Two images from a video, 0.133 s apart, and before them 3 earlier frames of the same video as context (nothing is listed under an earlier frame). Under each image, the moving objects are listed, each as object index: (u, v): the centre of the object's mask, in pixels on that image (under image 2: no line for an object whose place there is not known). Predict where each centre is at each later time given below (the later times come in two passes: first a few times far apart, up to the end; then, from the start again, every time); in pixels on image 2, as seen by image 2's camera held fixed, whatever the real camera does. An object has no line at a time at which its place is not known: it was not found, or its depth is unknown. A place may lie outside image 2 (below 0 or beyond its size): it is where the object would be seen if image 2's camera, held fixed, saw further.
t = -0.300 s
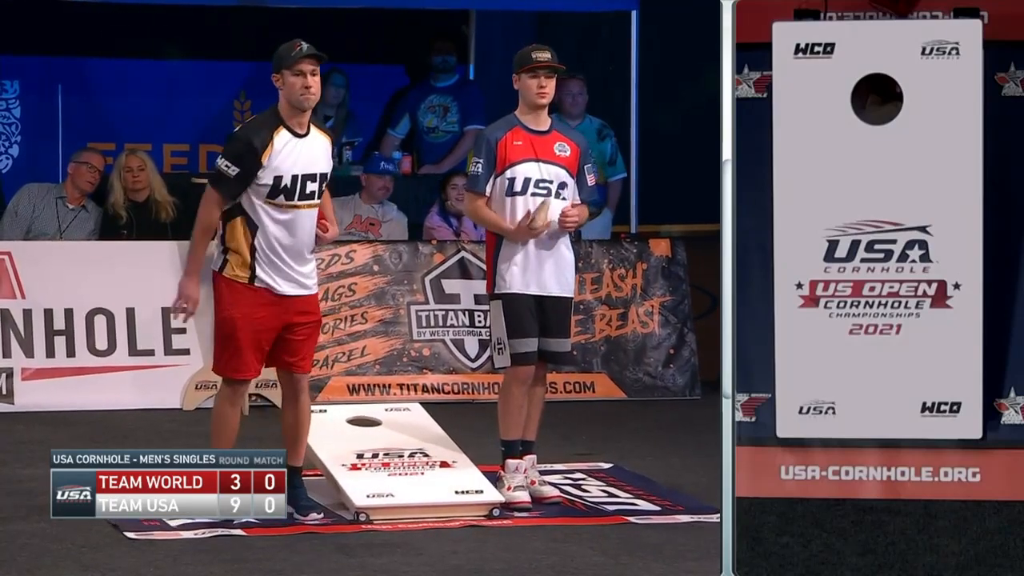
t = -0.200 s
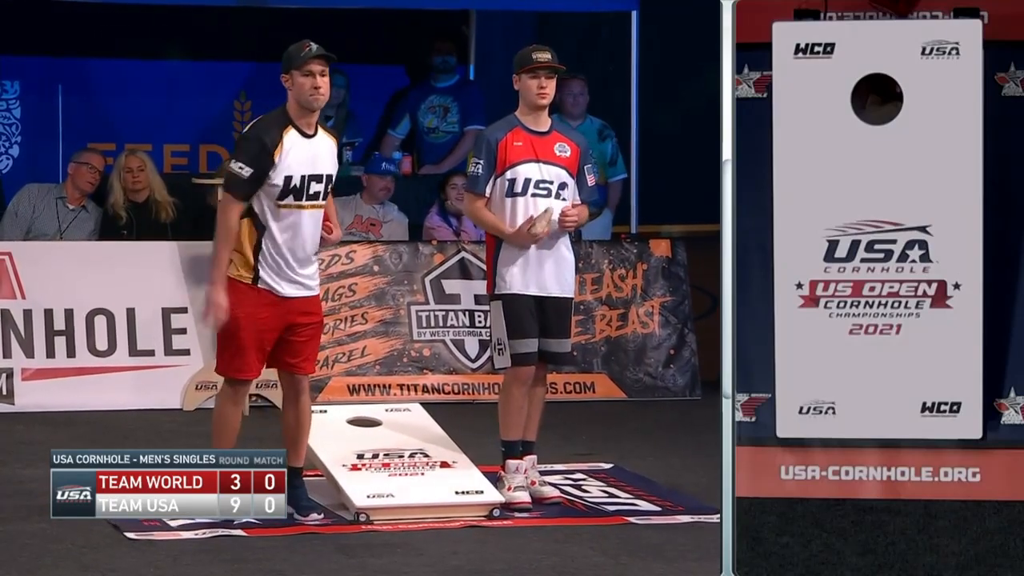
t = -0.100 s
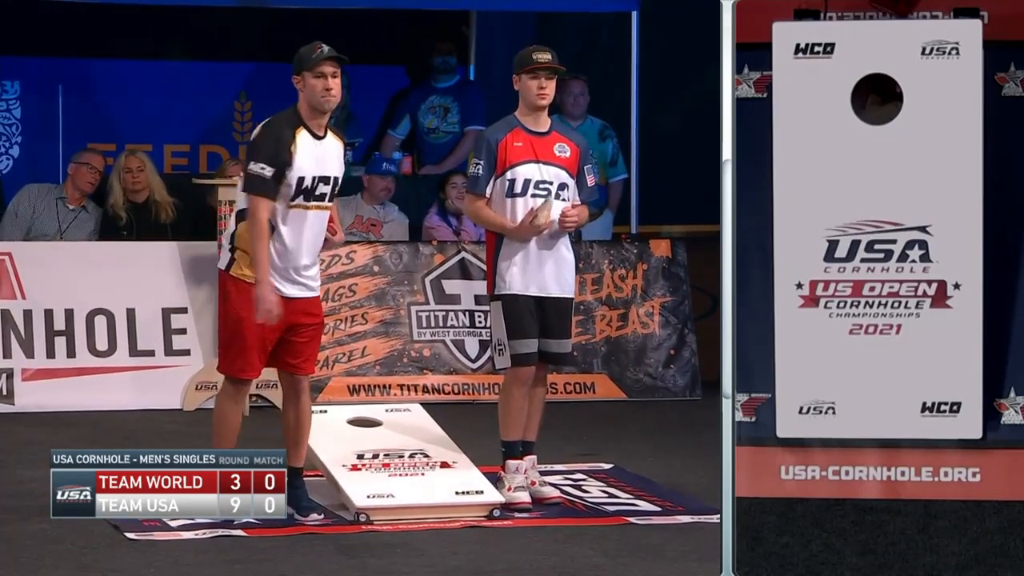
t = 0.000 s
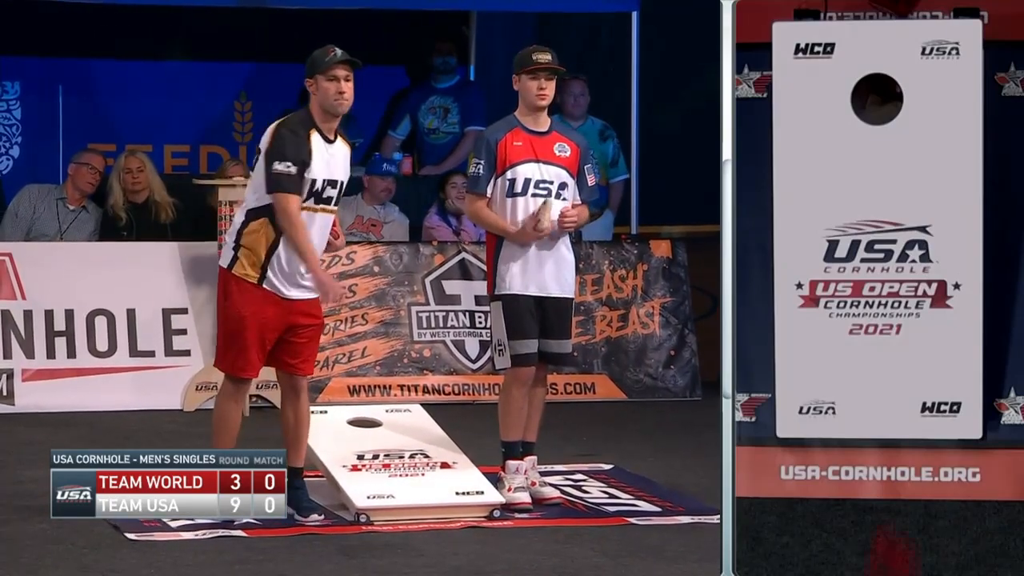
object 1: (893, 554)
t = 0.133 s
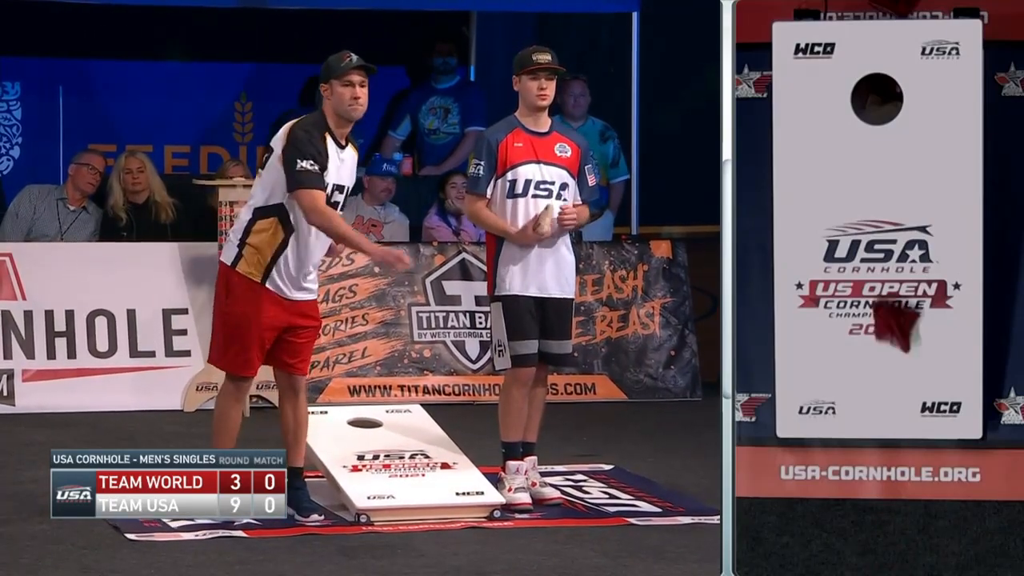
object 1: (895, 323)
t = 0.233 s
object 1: (887, 251)
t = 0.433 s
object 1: (879, 176)
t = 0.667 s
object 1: (878, 172)
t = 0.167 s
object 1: (893, 296)
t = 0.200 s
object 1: (892, 272)
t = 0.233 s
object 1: (887, 251)
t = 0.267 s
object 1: (886, 230)
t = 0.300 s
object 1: (885, 213)
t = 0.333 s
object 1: (883, 199)
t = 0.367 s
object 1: (881, 188)
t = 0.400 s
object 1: (880, 181)
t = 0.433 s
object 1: (879, 176)
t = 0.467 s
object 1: (878, 173)
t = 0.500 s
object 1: (878, 172)
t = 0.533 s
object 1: (878, 172)
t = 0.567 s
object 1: (878, 172)
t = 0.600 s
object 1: (878, 172)
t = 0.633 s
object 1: (878, 172)
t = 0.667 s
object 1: (878, 172)
